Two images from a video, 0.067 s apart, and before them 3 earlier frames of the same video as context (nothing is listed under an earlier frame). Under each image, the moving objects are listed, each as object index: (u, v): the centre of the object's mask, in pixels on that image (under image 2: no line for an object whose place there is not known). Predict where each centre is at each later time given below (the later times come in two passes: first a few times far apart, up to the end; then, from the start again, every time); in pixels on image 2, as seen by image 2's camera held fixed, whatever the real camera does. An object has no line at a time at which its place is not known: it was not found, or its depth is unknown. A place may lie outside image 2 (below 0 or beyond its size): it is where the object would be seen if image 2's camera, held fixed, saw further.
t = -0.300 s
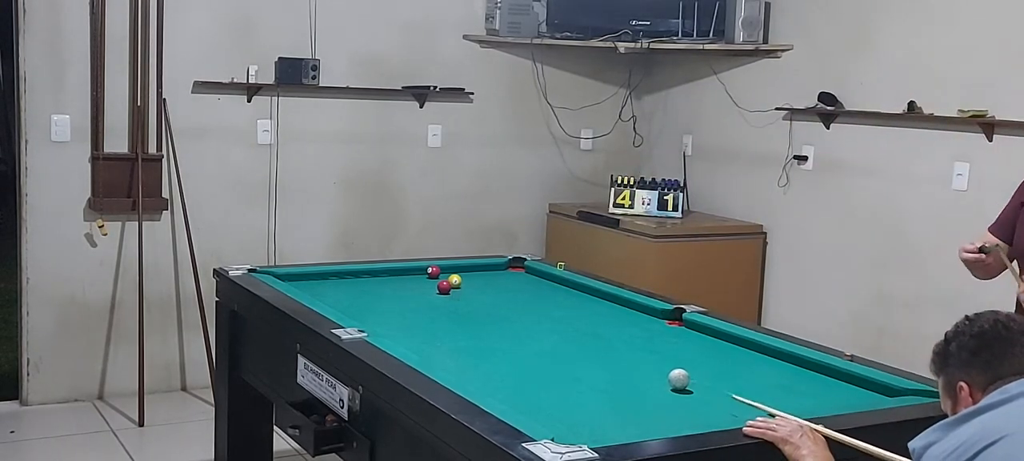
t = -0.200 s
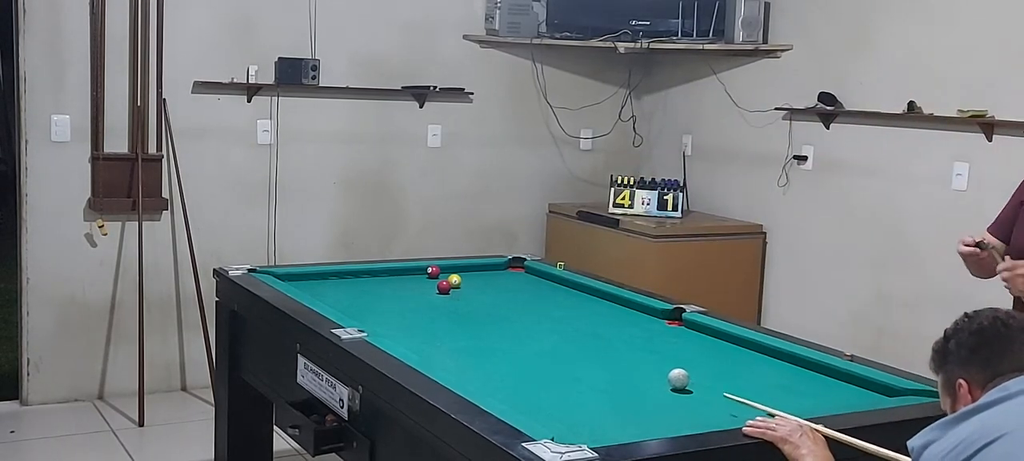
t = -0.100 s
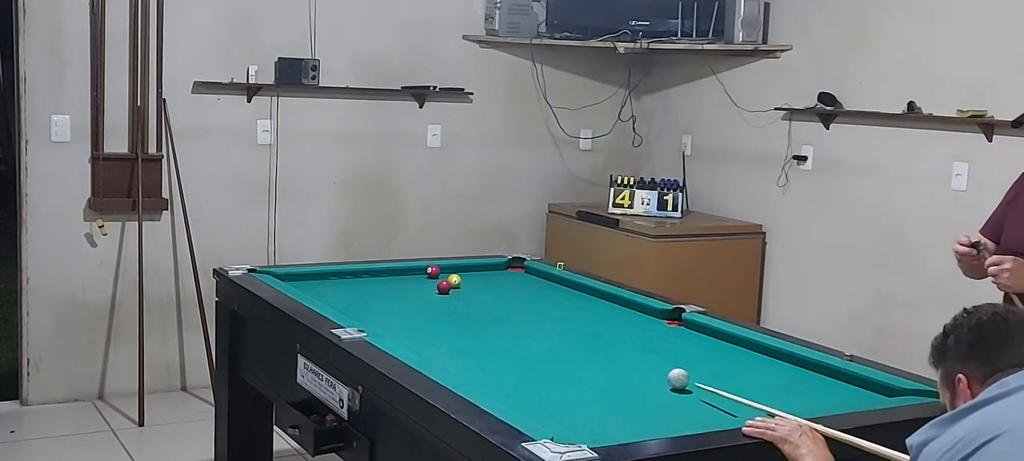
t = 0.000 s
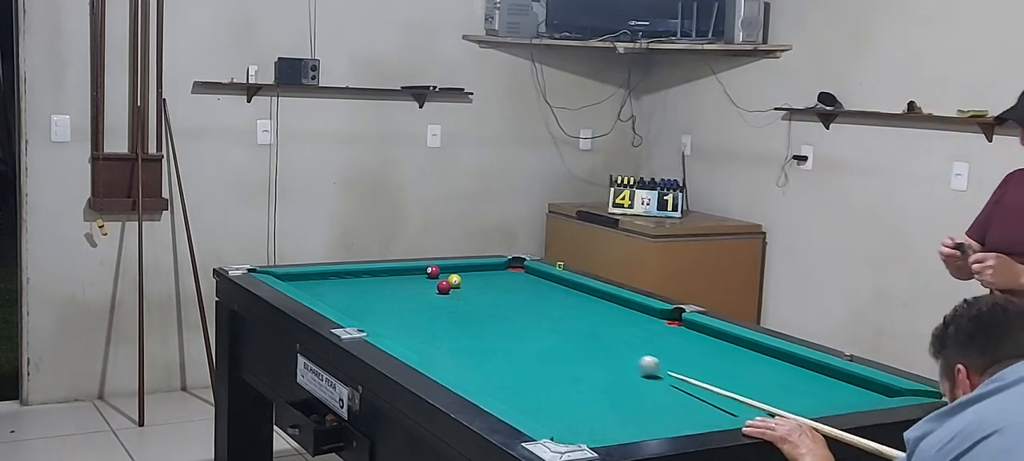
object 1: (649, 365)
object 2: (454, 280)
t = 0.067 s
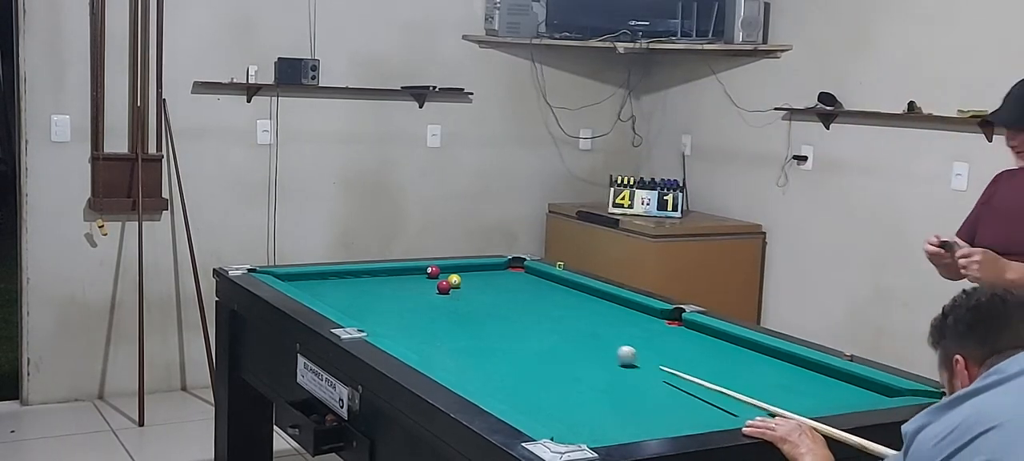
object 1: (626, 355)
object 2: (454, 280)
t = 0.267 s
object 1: (571, 330)
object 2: (454, 280)
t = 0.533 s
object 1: (512, 302)
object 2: (454, 280)
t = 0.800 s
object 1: (469, 281)
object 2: (449, 278)
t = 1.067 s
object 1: (471, 267)
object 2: (395, 274)
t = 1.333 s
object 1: (516, 272)
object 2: (376, 275)
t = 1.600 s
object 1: (552, 280)
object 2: (373, 280)
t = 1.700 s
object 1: (553, 282)
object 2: (372, 283)
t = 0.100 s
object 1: (616, 351)
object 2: (454, 280)
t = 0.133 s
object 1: (607, 346)
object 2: (454, 280)
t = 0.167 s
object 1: (597, 342)
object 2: (455, 280)
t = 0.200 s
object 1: (588, 338)
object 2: (454, 280)
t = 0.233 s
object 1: (580, 334)
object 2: (454, 280)
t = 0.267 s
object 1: (571, 330)
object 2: (454, 280)
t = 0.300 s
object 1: (563, 326)
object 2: (454, 280)
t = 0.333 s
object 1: (555, 322)
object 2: (454, 280)
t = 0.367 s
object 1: (547, 319)
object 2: (454, 280)
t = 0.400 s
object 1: (540, 315)
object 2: (454, 280)
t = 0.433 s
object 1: (532, 312)
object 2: (454, 280)
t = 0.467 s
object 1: (525, 309)
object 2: (454, 280)
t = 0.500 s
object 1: (518, 305)
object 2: (454, 280)
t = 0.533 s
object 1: (512, 302)
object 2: (454, 280)
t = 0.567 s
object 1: (505, 299)
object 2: (454, 280)
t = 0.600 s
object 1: (499, 296)
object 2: (454, 280)
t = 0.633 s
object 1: (493, 293)
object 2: (454, 280)
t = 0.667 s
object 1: (487, 290)
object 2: (454, 280)
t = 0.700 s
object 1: (481, 288)
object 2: (454, 280)
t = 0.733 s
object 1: (475, 285)
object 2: (454, 280)
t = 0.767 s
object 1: (469, 283)
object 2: (454, 280)
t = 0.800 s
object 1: (469, 281)
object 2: (449, 278)
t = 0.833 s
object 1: (470, 279)
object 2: (439, 278)
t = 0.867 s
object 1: (470, 277)
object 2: (432, 279)
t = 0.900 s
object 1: (471, 275)
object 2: (426, 278)
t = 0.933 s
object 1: (471, 273)
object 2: (420, 277)
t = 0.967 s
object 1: (471, 272)
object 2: (414, 276)
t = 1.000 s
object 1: (471, 270)
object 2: (408, 275)
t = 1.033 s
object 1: (471, 269)
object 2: (402, 275)
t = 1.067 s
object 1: (471, 267)
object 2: (395, 274)
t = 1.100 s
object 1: (475, 267)
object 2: (390, 273)
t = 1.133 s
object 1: (481, 268)
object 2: (384, 272)
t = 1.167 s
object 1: (487, 269)
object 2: (378, 271)
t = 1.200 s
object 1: (493, 270)
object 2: (377, 272)
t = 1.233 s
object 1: (499, 270)
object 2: (377, 272)
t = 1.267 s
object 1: (504, 271)
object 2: (376, 273)
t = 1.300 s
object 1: (510, 272)
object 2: (376, 274)
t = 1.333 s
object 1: (516, 272)
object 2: (376, 275)
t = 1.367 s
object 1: (522, 273)
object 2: (375, 276)
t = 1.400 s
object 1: (528, 274)
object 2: (375, 276)
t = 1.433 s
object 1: (534, 275)
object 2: (374, 277)
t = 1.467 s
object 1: (539, 276)
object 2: (374, 278)
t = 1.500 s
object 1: (545, 277)
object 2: (374, 278)
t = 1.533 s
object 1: (551, 278)
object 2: (373, 279)
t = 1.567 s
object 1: (552, 279)
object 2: (373, 279)
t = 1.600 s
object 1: (552, 280)
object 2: (373, 280)
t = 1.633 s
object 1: (553, 280)
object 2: (373, 281)
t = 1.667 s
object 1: (553, 281)
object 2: (372, 283)
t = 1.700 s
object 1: (553, 282)
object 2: (372, 283)
